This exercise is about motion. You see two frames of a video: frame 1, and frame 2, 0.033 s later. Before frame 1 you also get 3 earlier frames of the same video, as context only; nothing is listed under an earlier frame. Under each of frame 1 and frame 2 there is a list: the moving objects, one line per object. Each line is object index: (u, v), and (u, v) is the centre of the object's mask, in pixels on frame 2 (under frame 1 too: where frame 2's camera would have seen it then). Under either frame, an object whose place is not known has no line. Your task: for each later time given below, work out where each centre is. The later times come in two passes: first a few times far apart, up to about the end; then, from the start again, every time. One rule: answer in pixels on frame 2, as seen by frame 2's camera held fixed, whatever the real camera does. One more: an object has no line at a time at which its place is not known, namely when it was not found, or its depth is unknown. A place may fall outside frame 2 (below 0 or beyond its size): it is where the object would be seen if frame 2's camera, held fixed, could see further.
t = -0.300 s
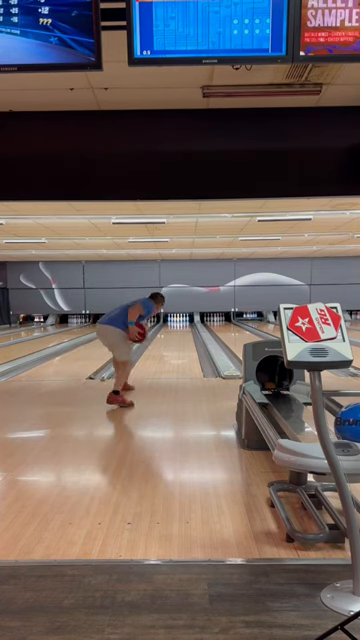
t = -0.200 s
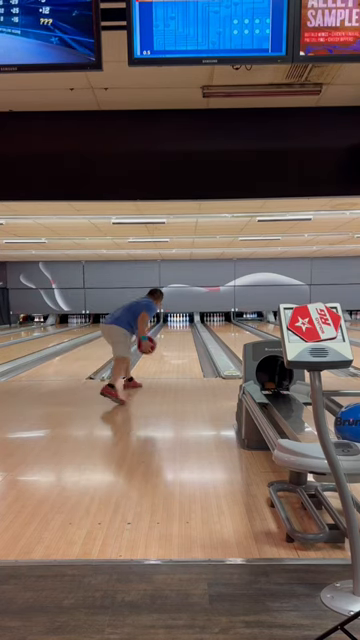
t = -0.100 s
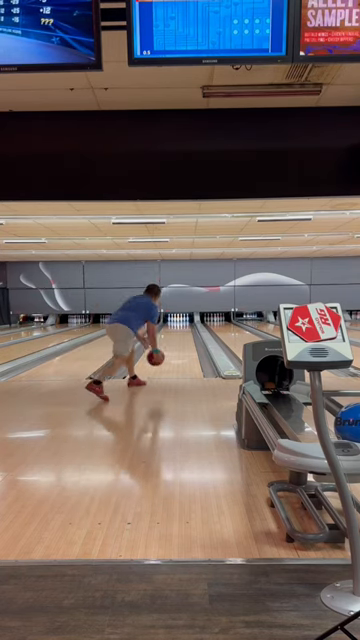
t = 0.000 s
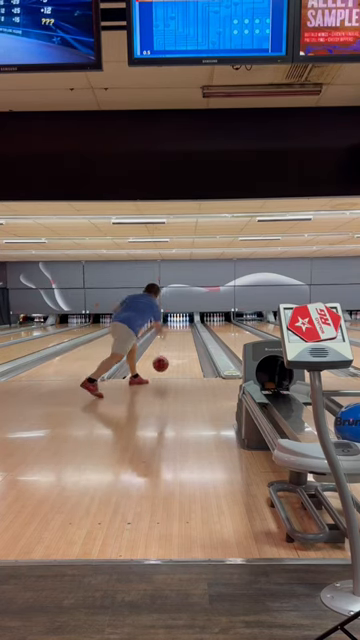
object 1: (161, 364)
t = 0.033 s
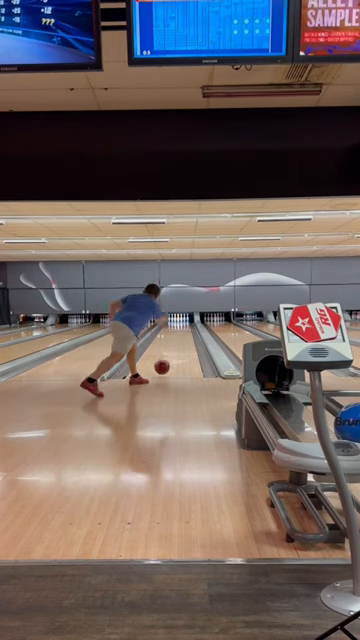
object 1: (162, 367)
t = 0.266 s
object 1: (169, 357)
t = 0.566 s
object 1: (174, 346)
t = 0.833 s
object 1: (178, 340)
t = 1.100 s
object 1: (180, 335)
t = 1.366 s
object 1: (181, 331)
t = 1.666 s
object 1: (183, 328)
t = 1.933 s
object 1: (184, 326)
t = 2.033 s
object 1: (184, 325)
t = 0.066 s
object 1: (163, 366)
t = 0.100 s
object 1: (164, 364)
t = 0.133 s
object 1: (165, 362)
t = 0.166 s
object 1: (166, 361)
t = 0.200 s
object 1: (167, 360)
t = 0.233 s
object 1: (168, 358)
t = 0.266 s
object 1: (169, 357)
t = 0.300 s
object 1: (169, 356)
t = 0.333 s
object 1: (170, 354)
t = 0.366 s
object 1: (171, 353)
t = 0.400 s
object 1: (171, 351)
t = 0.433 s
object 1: (172, 350)
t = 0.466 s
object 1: (172, 349)
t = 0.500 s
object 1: (173, 348)
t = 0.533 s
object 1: (174, 347)
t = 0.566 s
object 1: (174, 346)
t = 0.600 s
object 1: (175, 345)
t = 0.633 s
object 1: (175, 344)
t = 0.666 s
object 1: (175, 343)
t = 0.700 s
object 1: (176, 342)
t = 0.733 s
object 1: (176, 342)
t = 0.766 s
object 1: (177, 341)
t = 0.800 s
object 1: (177, 340)
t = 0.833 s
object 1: (178, 340)
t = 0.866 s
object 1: (178, 339)
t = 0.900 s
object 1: (178, 338)
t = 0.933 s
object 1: (179, 338)
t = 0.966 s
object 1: (179, 337)
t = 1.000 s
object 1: (179, 337)
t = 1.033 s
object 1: (180, 336)
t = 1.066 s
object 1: (180, 336)
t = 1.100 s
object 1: (180, 335)
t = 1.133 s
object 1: (180, 335)
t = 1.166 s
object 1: (180, 334)
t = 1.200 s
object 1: (181, 333)
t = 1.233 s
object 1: (181, 333)
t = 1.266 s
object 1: (181, 332)
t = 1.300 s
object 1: (181, 332)
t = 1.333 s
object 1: (181, 331)
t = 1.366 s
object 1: (181, 331)
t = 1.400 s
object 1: (182, 331)
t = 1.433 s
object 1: (182, 330)
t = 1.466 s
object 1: (182, 330)
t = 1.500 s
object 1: (182, 329)
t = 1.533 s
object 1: (182, 329)
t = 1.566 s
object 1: (182, 328)
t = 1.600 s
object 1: (182, 328)
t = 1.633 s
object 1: (183, 328)
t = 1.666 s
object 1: (183, 328)
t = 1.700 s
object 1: (183, 328)
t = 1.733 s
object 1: (183, 328)
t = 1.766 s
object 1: (184, 327)
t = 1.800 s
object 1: (184, 326)
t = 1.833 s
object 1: (184, 326)
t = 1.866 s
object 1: (184, 326)
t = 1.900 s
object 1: (184, 326)
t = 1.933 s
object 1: (184, 326)
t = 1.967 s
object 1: (184, 325)
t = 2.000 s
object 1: (184, 325)
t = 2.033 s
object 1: (184, 325)
